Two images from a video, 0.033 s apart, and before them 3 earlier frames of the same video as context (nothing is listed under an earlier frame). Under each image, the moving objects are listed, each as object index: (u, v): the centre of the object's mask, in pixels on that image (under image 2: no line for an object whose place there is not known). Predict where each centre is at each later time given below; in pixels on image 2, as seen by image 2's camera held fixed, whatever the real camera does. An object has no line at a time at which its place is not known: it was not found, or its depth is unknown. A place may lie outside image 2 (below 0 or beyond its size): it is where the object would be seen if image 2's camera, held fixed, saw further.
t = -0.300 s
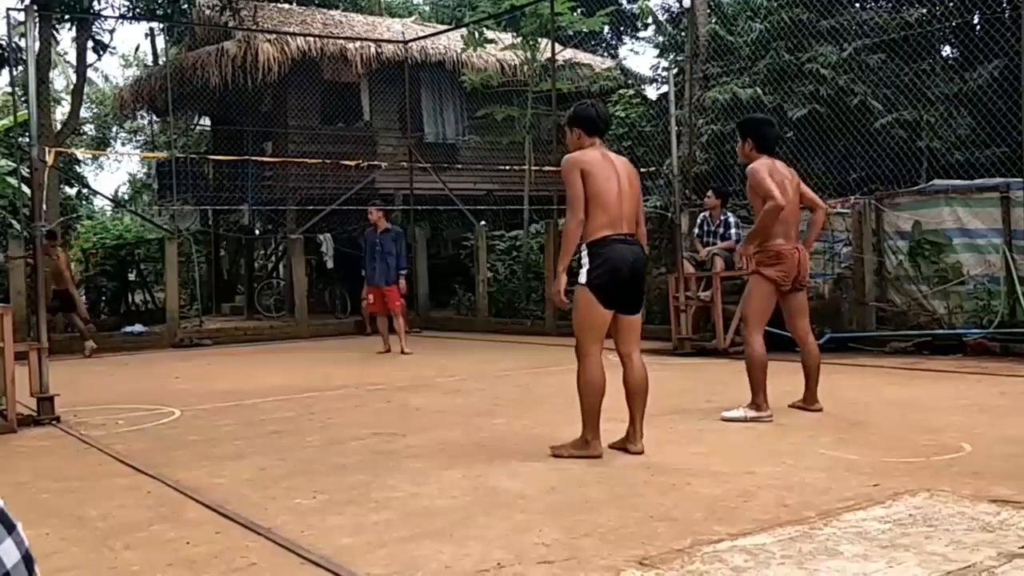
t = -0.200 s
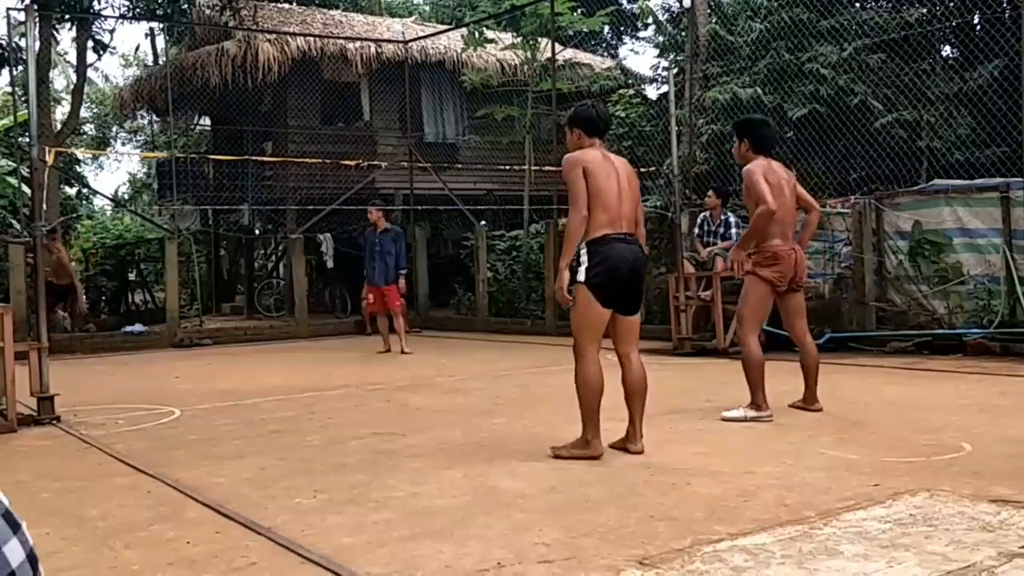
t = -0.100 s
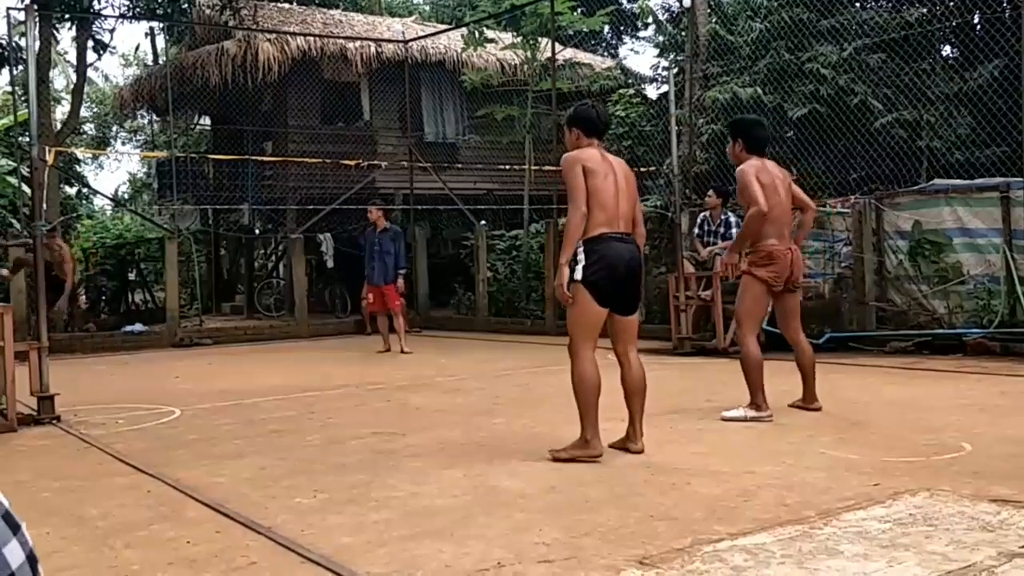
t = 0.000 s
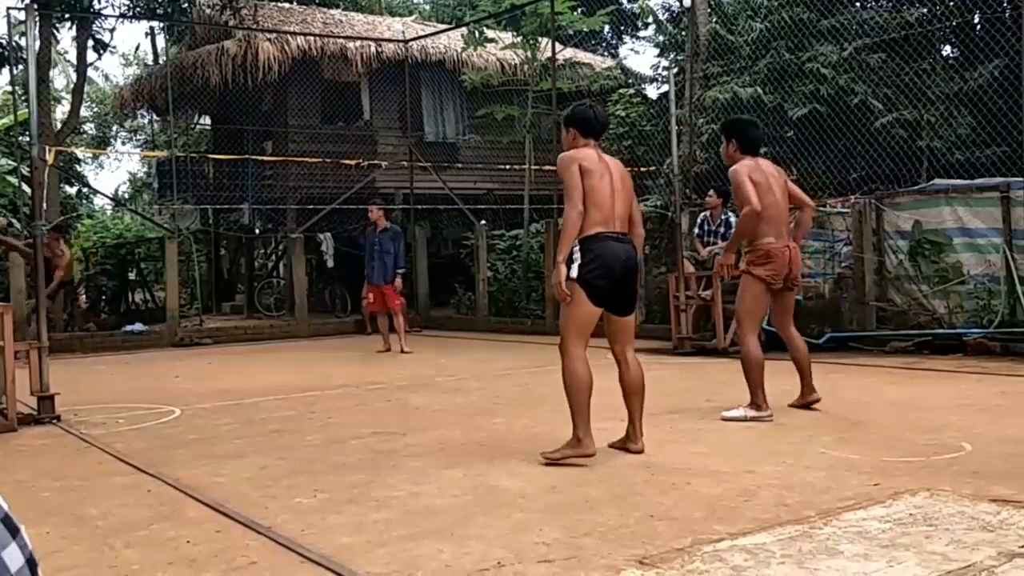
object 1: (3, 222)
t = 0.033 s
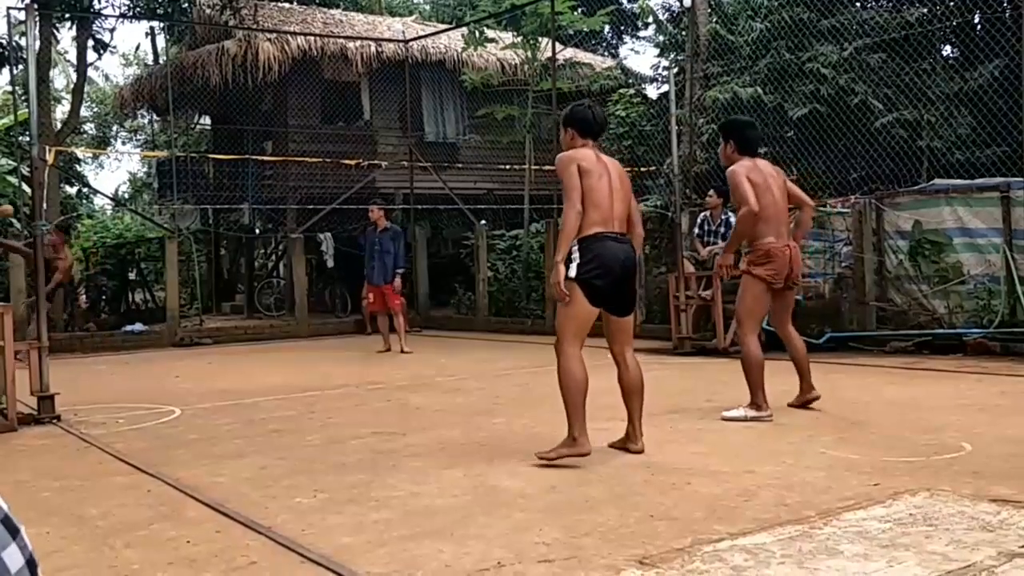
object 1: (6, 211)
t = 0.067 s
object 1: (15, 199)
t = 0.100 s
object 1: (22, 188)
